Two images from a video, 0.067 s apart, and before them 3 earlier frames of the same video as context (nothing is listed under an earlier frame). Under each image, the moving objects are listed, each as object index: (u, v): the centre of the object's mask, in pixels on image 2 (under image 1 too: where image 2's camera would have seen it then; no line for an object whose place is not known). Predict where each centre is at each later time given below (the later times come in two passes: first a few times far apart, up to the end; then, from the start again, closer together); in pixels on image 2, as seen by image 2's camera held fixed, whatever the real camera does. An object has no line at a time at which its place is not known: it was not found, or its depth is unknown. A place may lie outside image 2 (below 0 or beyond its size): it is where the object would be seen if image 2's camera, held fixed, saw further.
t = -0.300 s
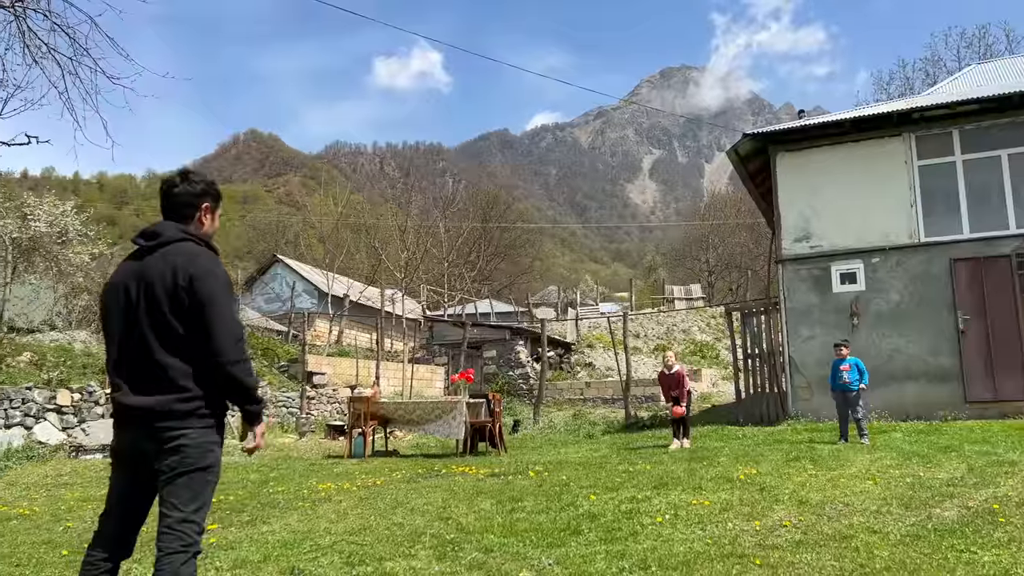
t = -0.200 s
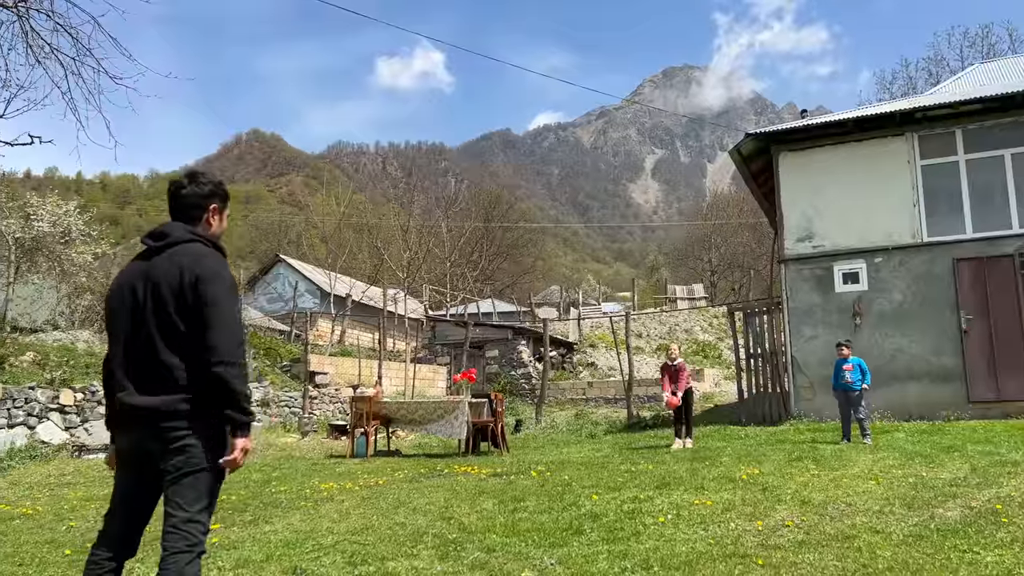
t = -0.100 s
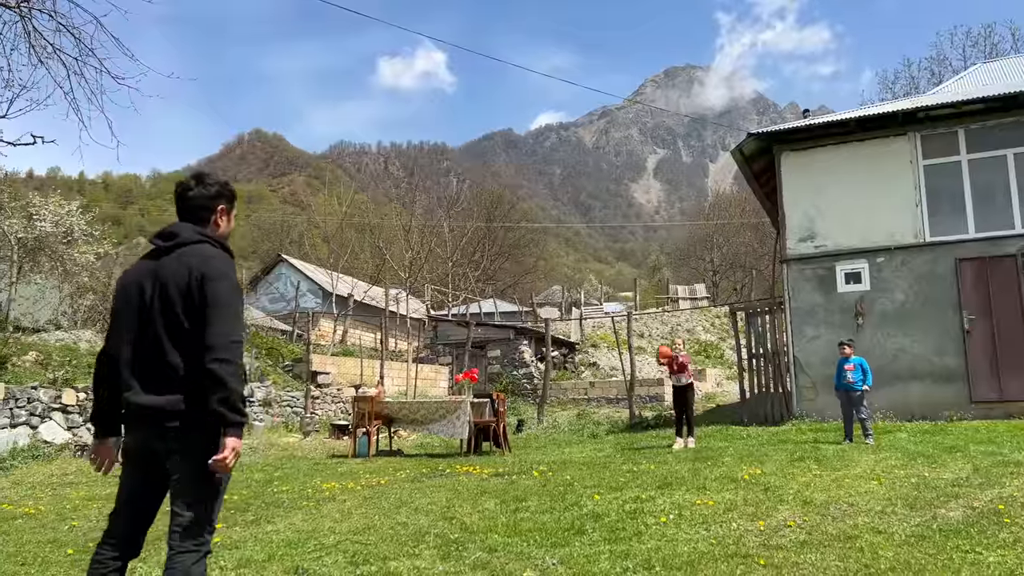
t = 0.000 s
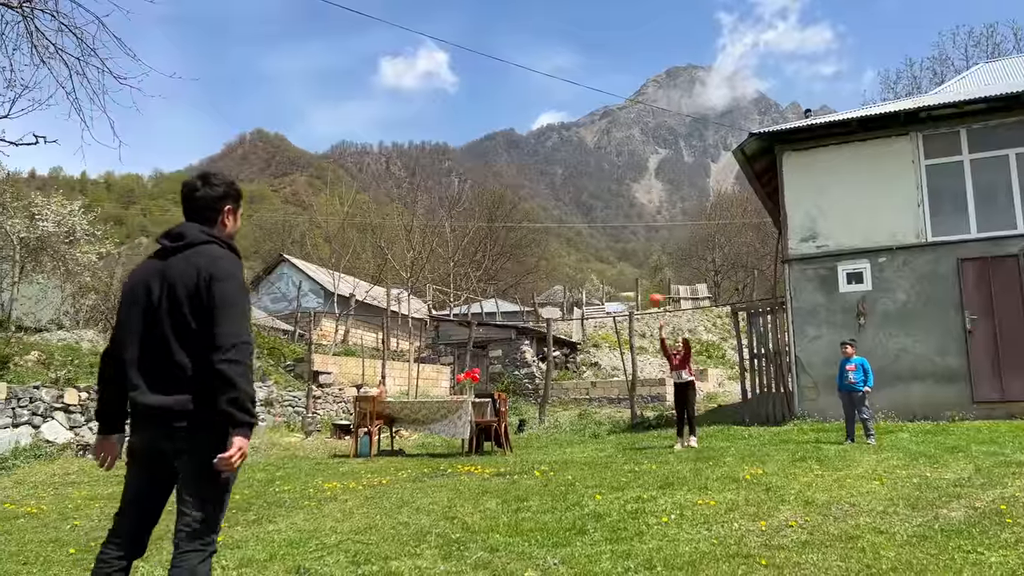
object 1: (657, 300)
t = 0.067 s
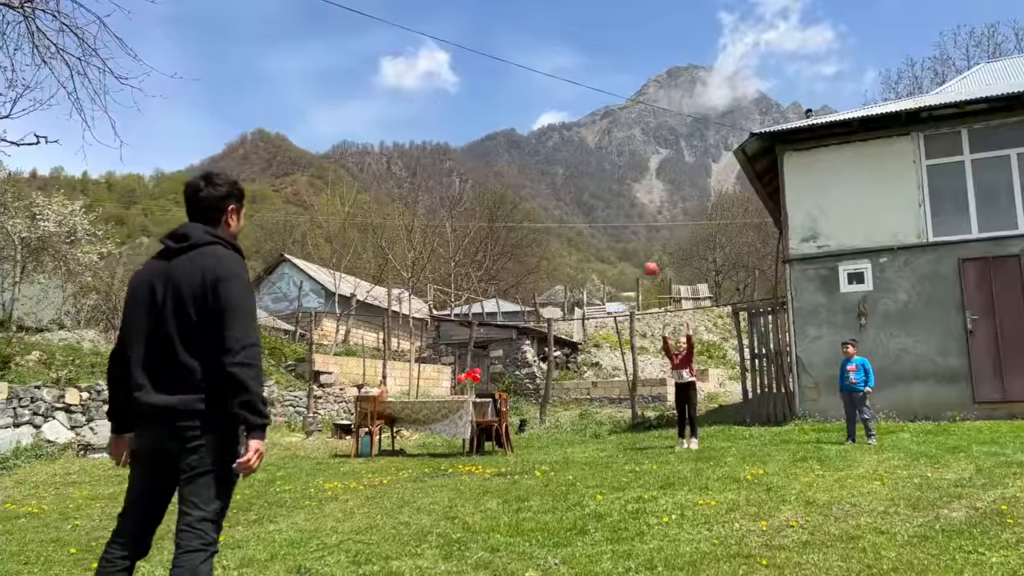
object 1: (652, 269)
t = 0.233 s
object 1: (633, 206)
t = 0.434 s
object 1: (609, 161)
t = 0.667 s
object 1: (576, 157)
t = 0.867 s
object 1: (541, 211)
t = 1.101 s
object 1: (484, 371)
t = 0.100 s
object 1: (648, 254)
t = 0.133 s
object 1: (645, 241)
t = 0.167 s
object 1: (641, 229)
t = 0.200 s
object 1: (637, 217)
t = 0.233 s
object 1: (633, 206)
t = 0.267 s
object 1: (630, 196)
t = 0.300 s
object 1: (626, 187)
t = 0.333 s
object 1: (622, 179)
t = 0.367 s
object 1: (618, 172)
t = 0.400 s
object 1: (614, 166)
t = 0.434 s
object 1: (609, 161)
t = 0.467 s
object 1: (605, 157)
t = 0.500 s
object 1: (601, 153)
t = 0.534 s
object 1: (596, 152)
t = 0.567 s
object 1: (592, 151)
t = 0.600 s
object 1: (587, 151)
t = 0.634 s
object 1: (582, 153)
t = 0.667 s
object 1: (576, 157)
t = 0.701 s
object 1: (571, 162)
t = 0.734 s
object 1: (566, 168)
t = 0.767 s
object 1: (559, 176)
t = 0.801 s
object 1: (554, 185)
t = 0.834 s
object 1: (548, 198)
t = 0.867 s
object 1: (541, 211)
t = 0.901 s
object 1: (534, 226)
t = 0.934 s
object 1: (527, 244)
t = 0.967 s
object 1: (520, 264)
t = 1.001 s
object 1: (513, 285)
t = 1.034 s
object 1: (503, 312)
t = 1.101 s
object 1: (484, 371)
